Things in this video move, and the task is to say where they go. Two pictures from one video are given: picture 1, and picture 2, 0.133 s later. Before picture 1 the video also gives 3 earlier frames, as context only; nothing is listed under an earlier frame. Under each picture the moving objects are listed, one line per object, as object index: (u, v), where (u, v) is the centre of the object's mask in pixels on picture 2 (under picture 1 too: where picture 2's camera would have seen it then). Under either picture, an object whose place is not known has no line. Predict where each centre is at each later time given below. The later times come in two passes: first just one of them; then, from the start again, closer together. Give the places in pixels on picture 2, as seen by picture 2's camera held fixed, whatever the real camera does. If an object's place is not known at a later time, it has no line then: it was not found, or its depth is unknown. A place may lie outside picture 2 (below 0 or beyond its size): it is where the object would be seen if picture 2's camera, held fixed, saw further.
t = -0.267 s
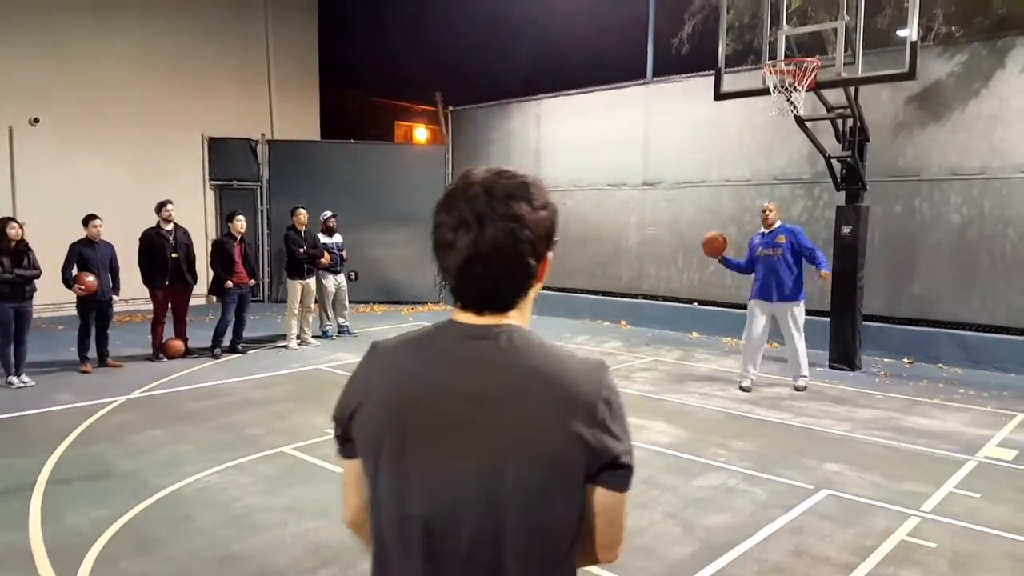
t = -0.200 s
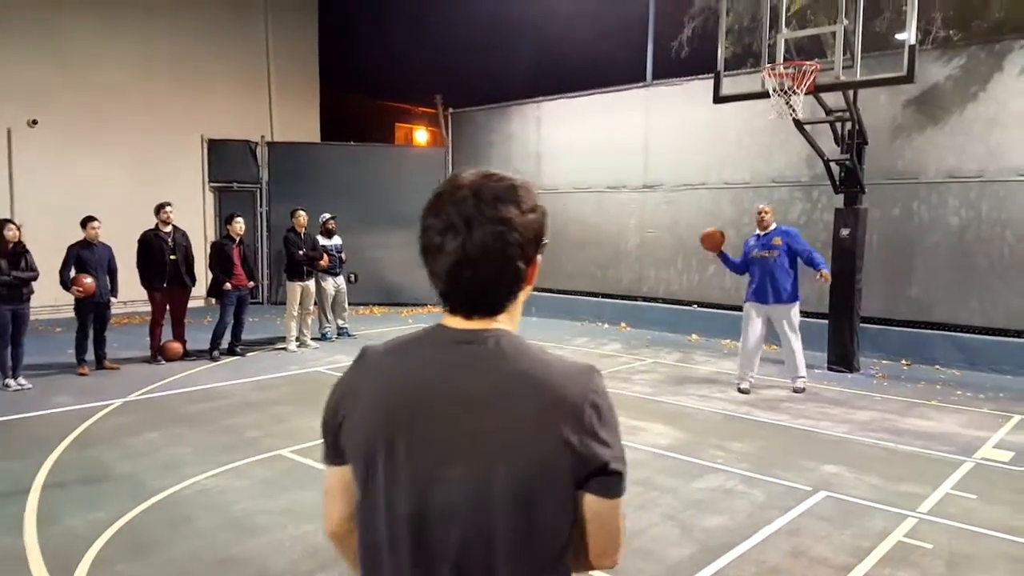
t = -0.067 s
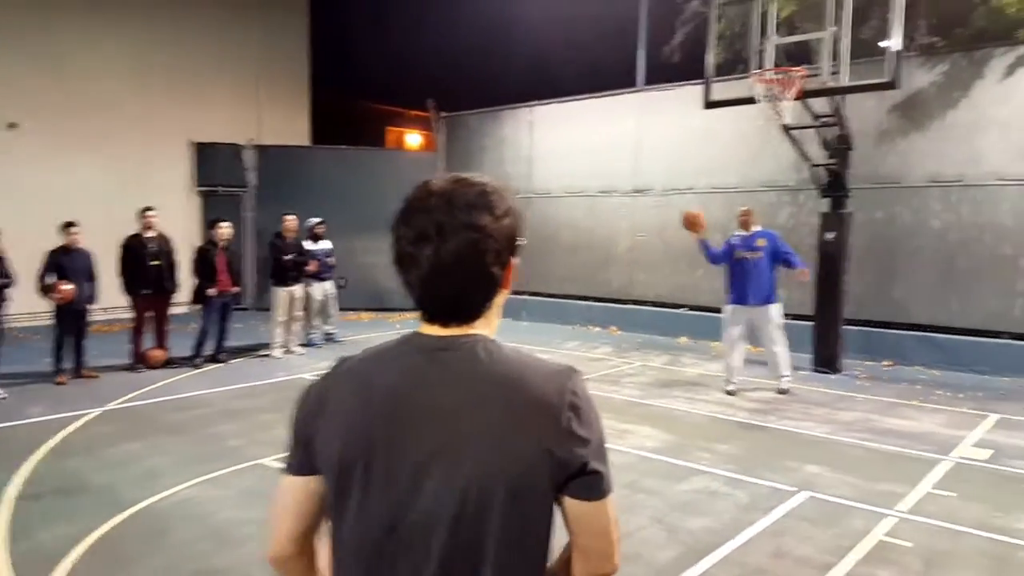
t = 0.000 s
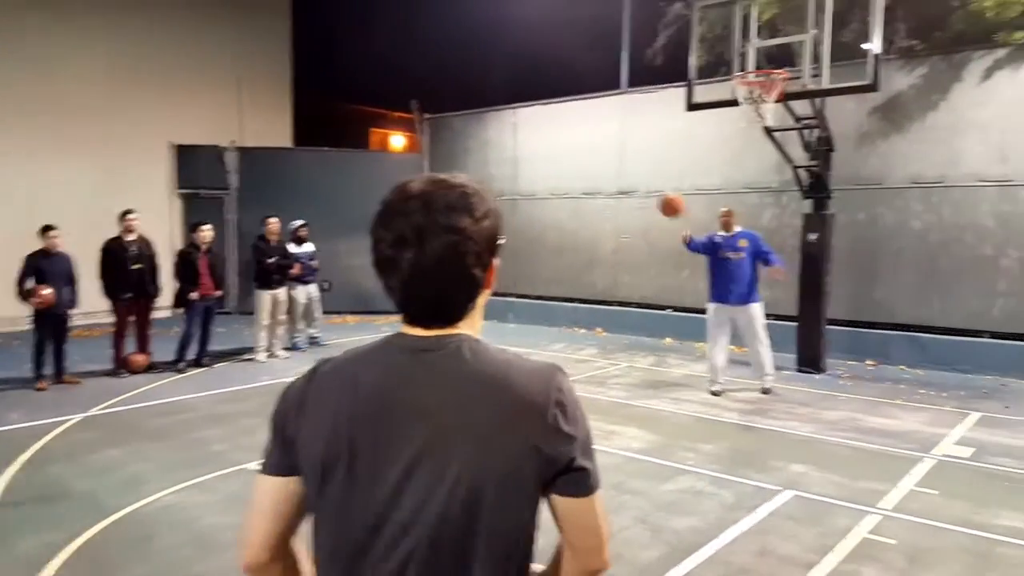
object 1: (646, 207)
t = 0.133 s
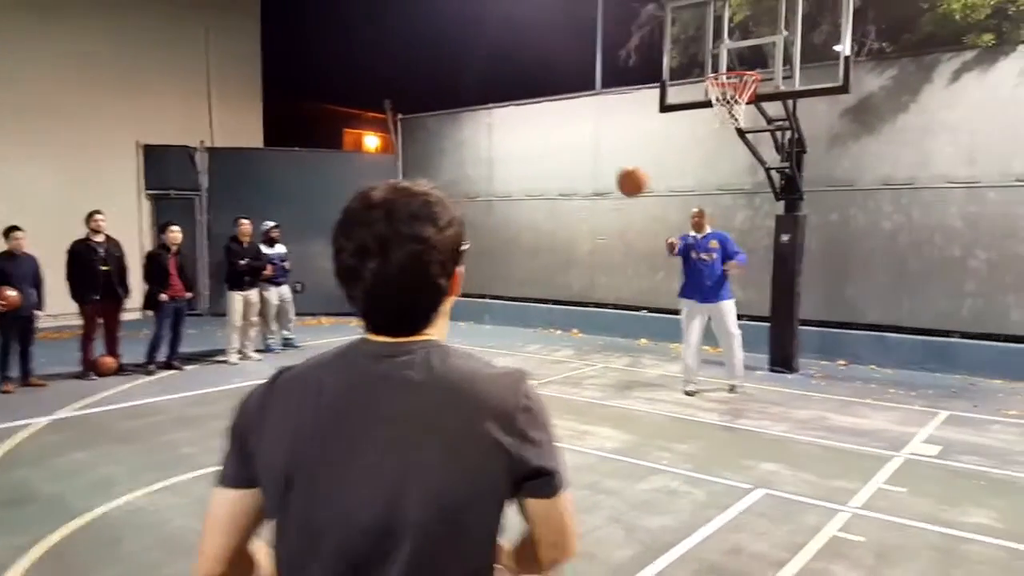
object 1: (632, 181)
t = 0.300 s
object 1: (600, 172)
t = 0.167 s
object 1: (627, 177)
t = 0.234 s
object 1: (615, 172)
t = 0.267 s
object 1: (608, 171)
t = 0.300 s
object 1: (600, 172)
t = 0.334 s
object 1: (591, 175)
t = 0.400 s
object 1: (570, 190)
